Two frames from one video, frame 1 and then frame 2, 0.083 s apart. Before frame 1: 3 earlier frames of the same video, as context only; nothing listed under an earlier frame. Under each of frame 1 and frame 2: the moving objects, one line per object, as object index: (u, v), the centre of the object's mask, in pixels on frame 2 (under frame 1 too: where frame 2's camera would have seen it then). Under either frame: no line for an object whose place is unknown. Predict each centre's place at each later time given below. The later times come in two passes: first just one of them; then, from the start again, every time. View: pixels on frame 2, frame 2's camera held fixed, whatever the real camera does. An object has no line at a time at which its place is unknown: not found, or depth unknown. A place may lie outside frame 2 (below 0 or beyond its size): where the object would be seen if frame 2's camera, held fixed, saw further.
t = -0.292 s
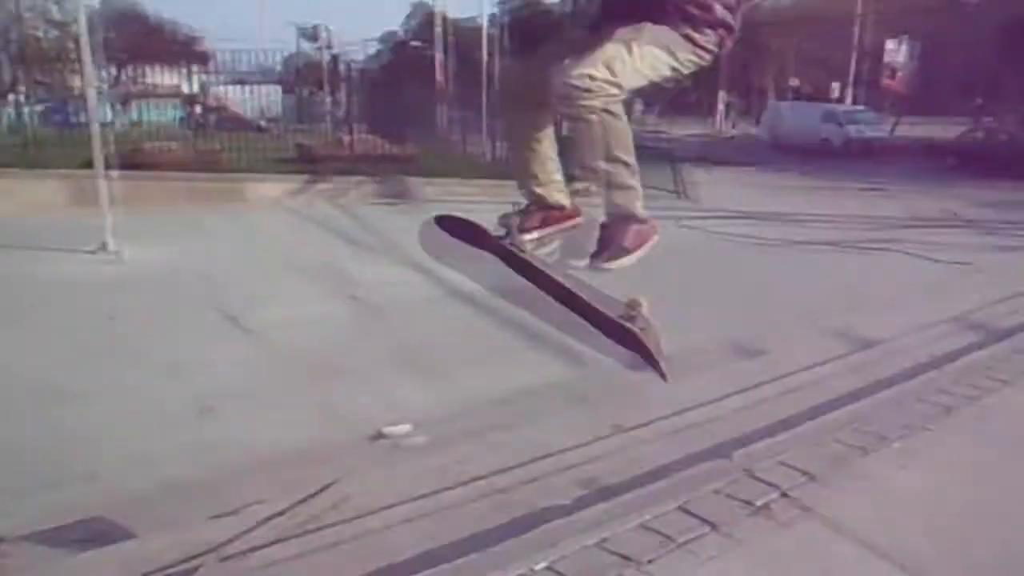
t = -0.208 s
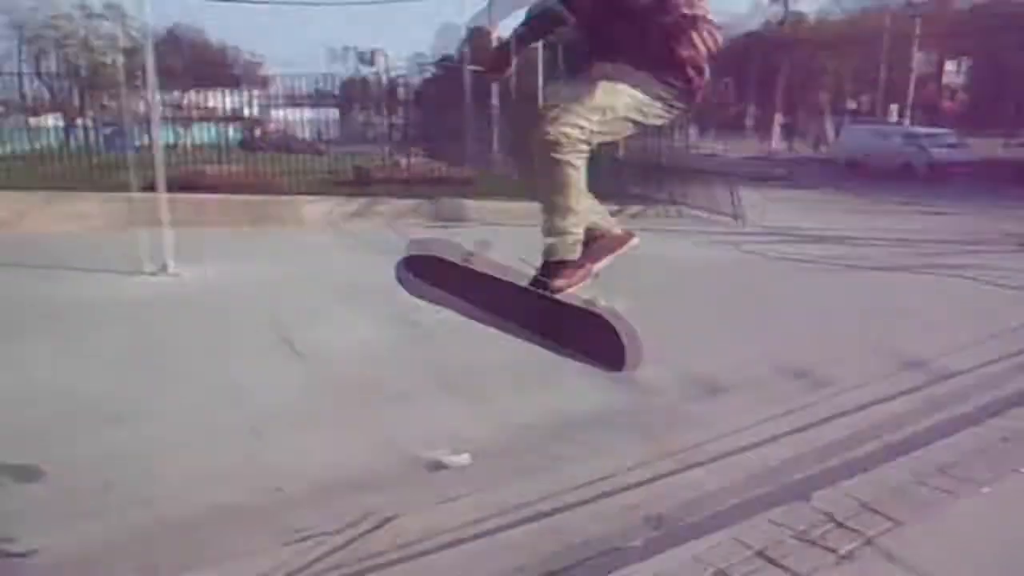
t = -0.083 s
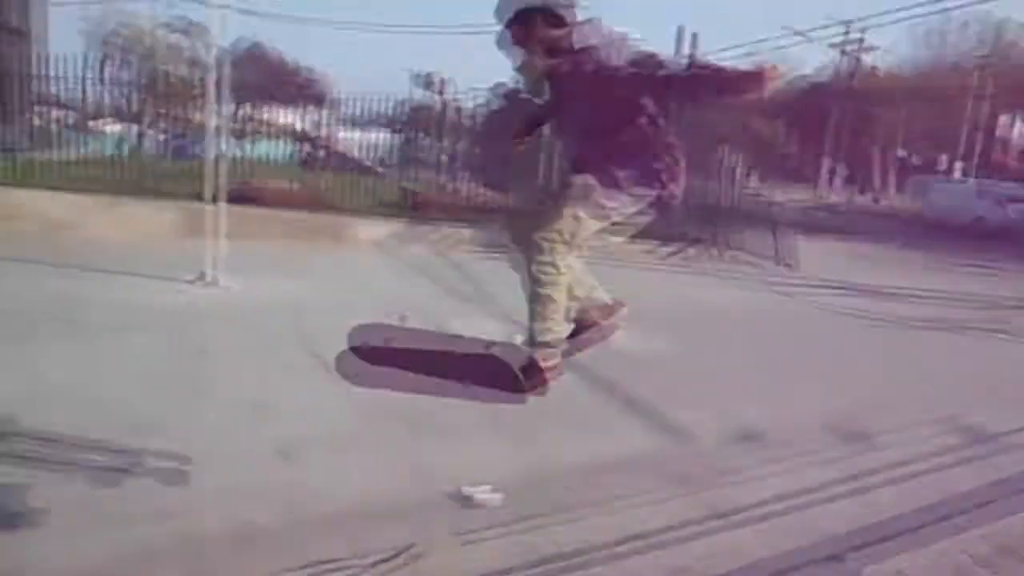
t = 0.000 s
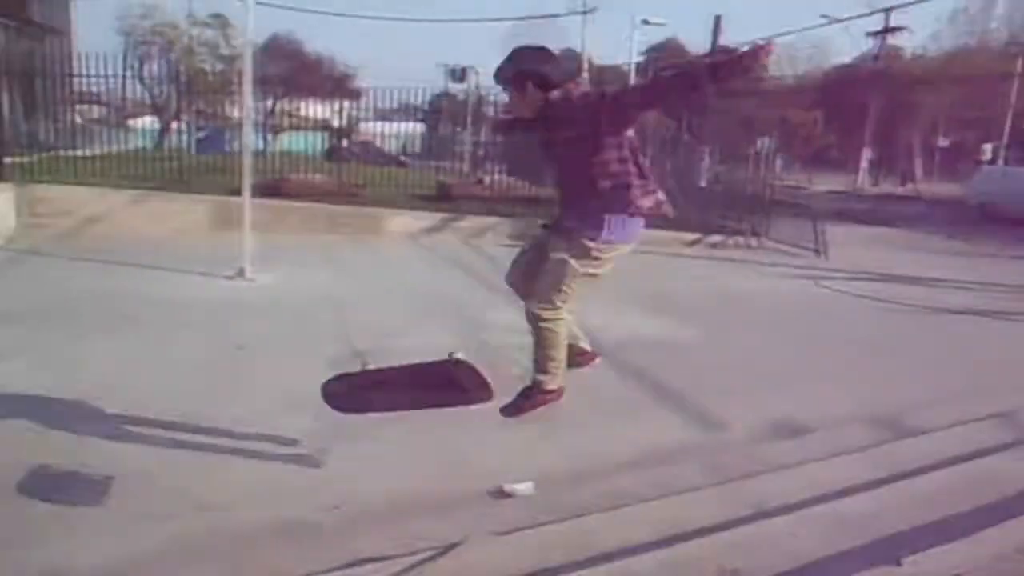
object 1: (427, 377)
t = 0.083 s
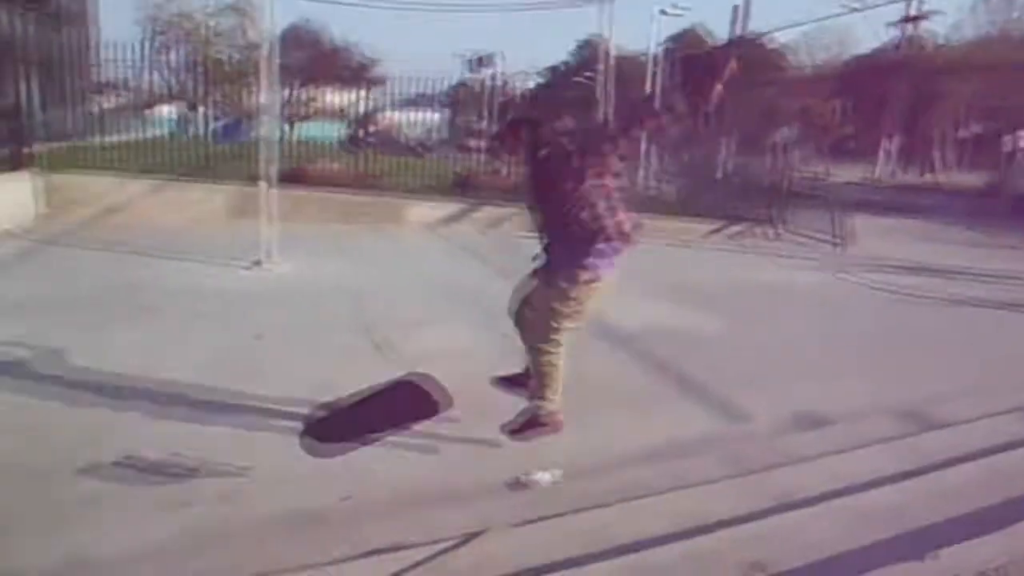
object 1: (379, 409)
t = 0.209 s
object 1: (308, 450)
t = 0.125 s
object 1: (356, 429)
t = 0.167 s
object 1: (325, 446)
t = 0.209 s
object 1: (308, 450)
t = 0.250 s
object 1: (287, 450)
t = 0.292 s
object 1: (273, 441)
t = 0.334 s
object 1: (263, 425)
